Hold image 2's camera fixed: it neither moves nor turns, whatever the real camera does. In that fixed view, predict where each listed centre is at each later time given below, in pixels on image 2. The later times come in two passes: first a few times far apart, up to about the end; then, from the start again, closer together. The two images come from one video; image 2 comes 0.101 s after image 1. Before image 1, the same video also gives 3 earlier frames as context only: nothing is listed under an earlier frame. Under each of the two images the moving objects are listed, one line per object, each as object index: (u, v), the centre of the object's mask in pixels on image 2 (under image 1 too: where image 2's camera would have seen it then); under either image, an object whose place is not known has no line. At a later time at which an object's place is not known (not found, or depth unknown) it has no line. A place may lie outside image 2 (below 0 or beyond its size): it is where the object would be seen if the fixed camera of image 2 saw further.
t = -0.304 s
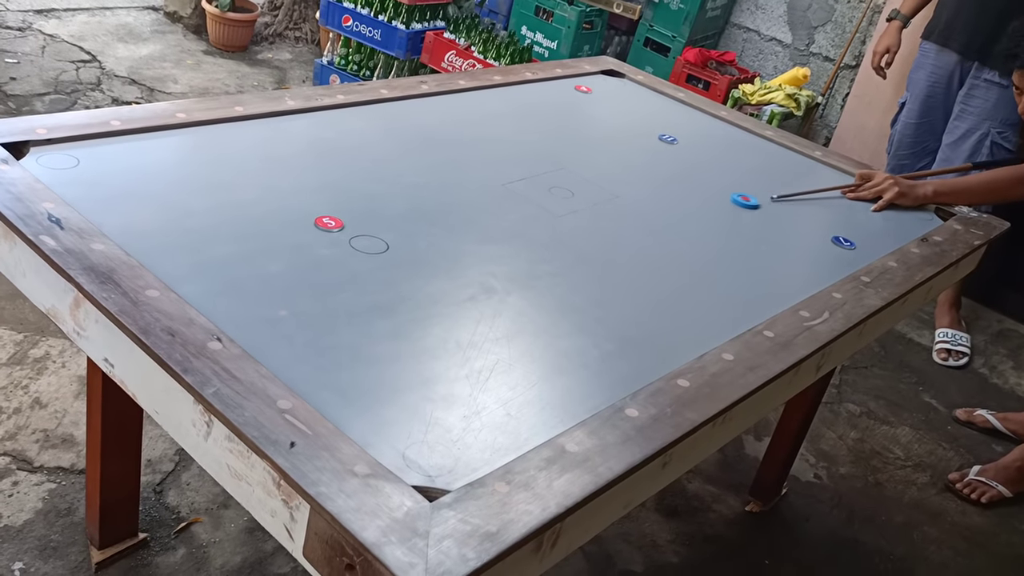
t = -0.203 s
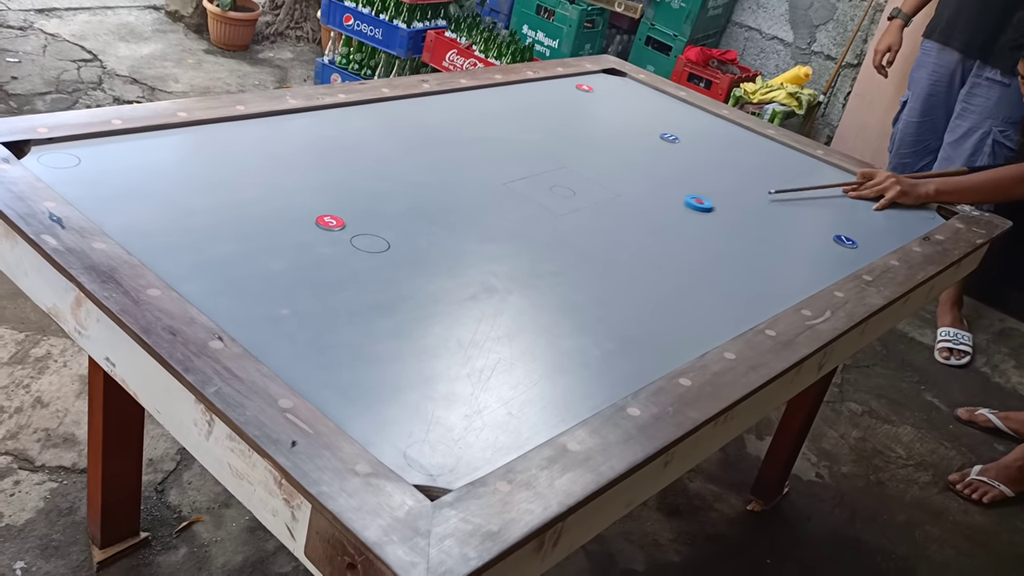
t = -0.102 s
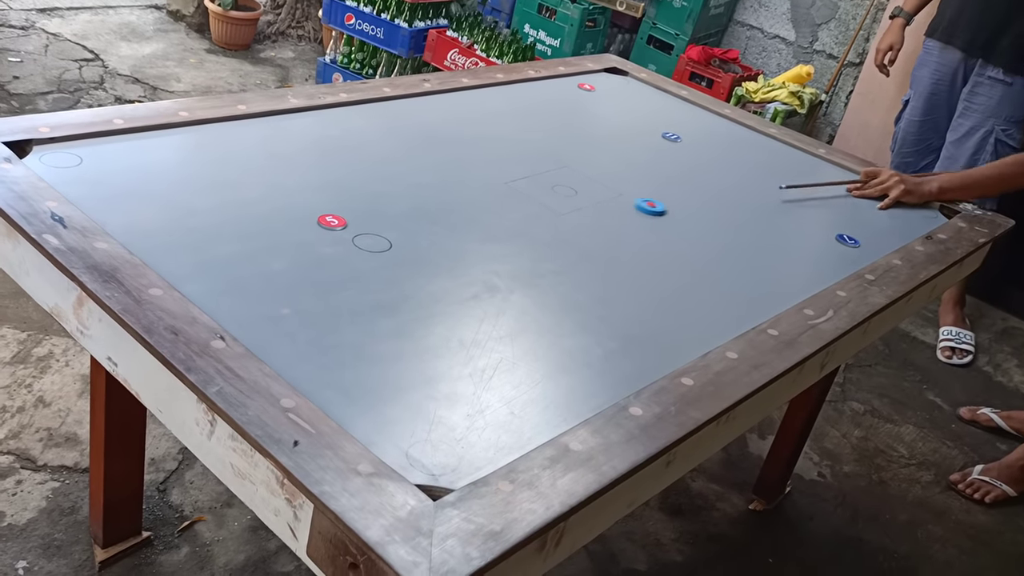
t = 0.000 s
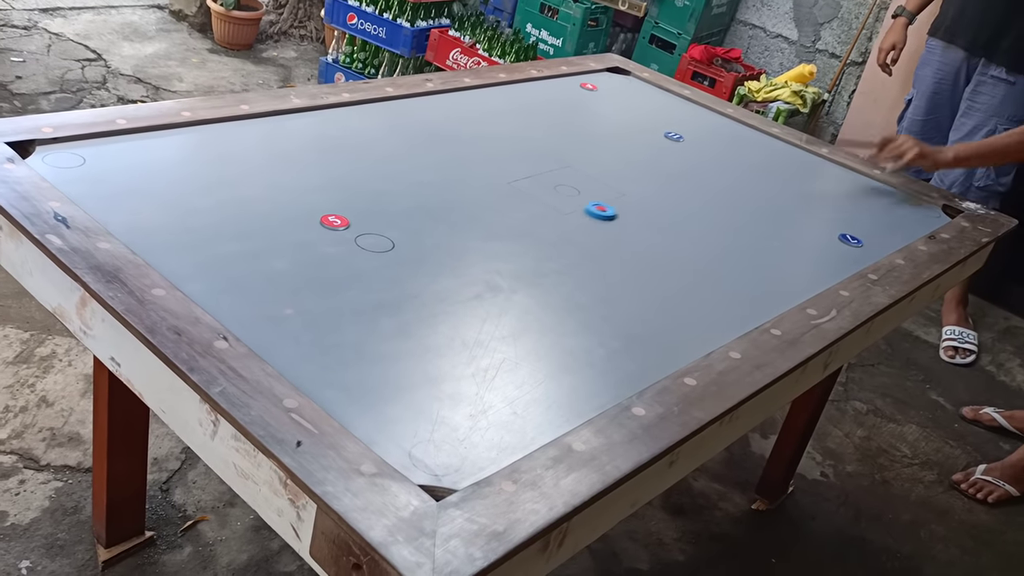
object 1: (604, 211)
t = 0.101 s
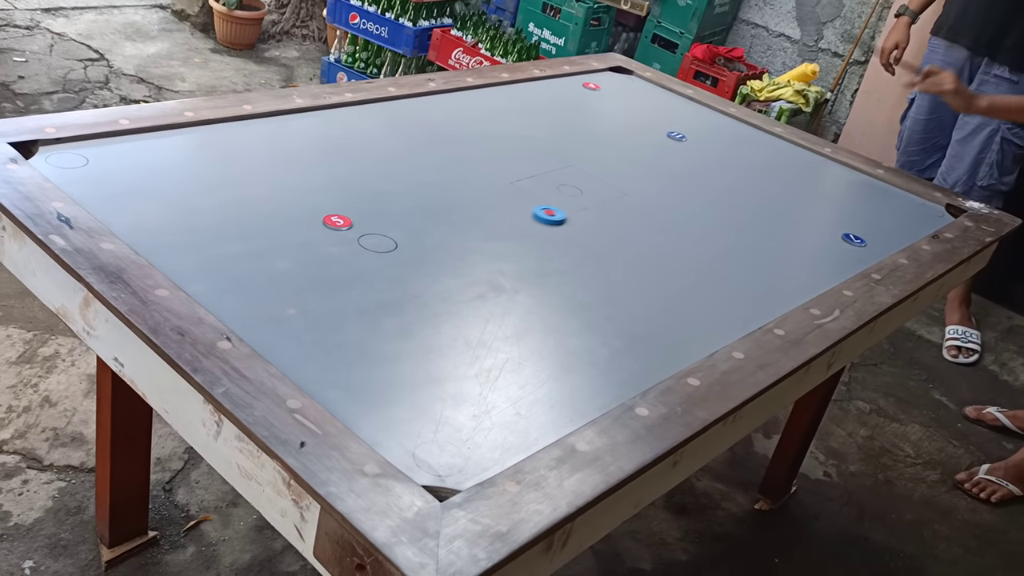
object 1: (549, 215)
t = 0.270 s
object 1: (454, 222)
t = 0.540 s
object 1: (325, 239)
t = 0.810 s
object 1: (229, 259)
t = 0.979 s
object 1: (182, 269)
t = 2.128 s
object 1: (216, 262)
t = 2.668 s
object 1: (215, 261)
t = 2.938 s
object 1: (215, 261)
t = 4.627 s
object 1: (215, 261)
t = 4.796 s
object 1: (215, 261)
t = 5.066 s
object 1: (215, 261)
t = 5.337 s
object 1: (215, 260)
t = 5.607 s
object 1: (215, 261)
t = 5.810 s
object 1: (215, 261)
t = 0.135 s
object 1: (530, 216)
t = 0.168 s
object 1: (511, 218)
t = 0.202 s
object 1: (492, 219)
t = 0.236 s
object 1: (473, 221)
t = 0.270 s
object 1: (454, 222)
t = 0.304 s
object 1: (435, 224)
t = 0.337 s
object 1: (415, 225)
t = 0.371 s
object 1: (396, 227)
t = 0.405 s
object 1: (378, 228)
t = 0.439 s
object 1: (363, 230)
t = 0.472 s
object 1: (350, 233)
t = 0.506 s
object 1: (338, 235)
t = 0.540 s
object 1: (325, 239)
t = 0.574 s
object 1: (313, 241)
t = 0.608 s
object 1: (301, 244)
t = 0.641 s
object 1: (289, 247)
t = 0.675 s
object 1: (277, 249)
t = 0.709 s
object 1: (265, 252)
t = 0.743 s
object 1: (253, 254)
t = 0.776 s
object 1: (241, 257)
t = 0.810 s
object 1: (229, 259)
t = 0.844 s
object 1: (218, 262)
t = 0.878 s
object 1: (207, 264)
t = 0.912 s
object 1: (197, 266)
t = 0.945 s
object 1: (187, 268)
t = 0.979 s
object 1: (182, 269)
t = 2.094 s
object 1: (215, 261)
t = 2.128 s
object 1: (216, 262)
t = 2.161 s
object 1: (215, 261)
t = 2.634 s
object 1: (215, 261)
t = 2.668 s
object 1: (215, 261)
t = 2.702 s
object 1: (215, 261)
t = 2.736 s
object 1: (215, 261)
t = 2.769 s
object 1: (215, 261)
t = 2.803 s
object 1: (216, 261)
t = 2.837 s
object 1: (215, 261)
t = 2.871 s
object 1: (215, 261)
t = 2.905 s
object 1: (215, 261)
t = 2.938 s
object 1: (215, 261)
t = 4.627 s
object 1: (215, 261)
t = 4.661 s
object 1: (215, 261)
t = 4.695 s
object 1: (215, 261)
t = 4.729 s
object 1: (215, 261)
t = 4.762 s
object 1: (215, 261)
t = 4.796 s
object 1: (215, 261)
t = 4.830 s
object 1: (216, 261)
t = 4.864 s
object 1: (215, 261)
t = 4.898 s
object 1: (215, 261)
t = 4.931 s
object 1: (215, 261)
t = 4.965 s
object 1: (215, 261)
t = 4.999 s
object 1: (216, 261)
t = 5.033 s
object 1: (215, 261)
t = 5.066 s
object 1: (215, 261)
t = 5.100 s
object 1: (215, 261)
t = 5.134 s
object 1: (215, 261)
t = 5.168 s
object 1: (215, 261)
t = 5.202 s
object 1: (215, 261)
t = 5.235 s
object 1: (215, 261)
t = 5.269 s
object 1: (215, 261)
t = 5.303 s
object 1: (215, 261)
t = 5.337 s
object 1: (215, 260)
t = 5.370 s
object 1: (215, 261)
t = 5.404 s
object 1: (215, 261)
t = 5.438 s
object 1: (215, 261)
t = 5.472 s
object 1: (215, 261)
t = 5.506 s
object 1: (215, 261)
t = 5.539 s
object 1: (215, 261)
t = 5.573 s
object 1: (215, 261)
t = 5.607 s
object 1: (215, 261)
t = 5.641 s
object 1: (215, 261)
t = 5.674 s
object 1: (215, 261)
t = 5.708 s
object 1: (215, 261)
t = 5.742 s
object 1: (215, 261)
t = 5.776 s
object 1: (215, 261)
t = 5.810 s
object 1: (215, 261)
